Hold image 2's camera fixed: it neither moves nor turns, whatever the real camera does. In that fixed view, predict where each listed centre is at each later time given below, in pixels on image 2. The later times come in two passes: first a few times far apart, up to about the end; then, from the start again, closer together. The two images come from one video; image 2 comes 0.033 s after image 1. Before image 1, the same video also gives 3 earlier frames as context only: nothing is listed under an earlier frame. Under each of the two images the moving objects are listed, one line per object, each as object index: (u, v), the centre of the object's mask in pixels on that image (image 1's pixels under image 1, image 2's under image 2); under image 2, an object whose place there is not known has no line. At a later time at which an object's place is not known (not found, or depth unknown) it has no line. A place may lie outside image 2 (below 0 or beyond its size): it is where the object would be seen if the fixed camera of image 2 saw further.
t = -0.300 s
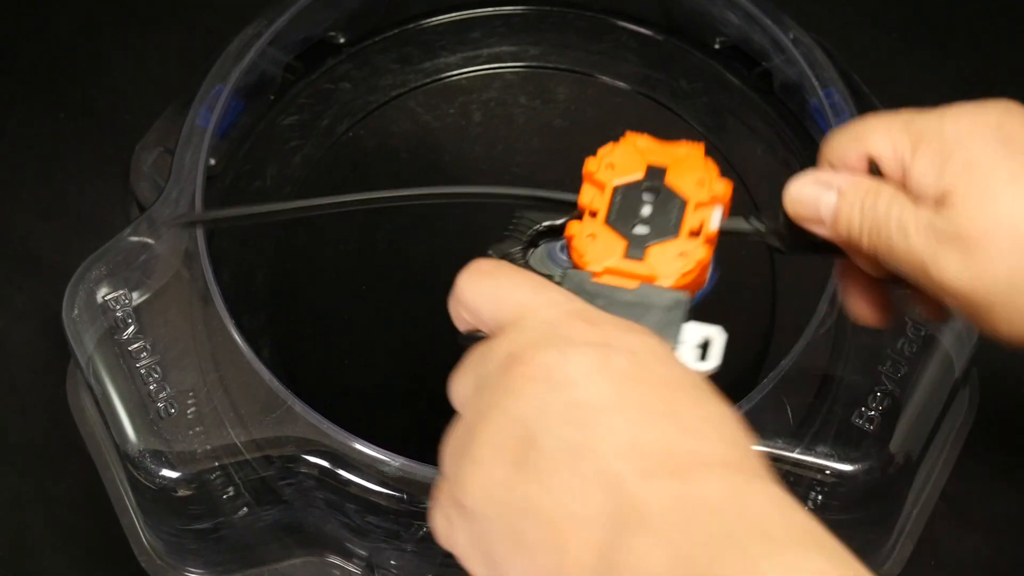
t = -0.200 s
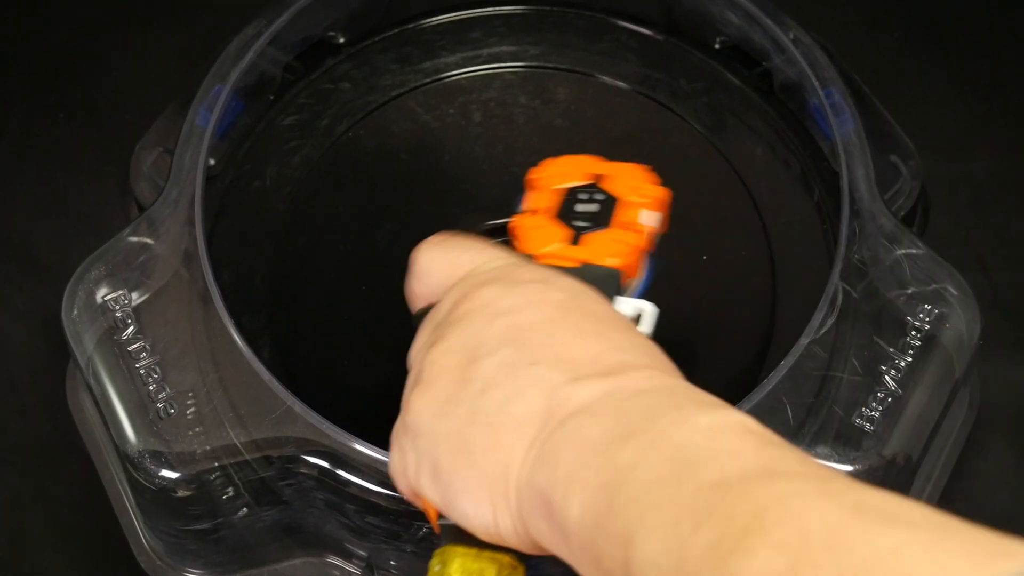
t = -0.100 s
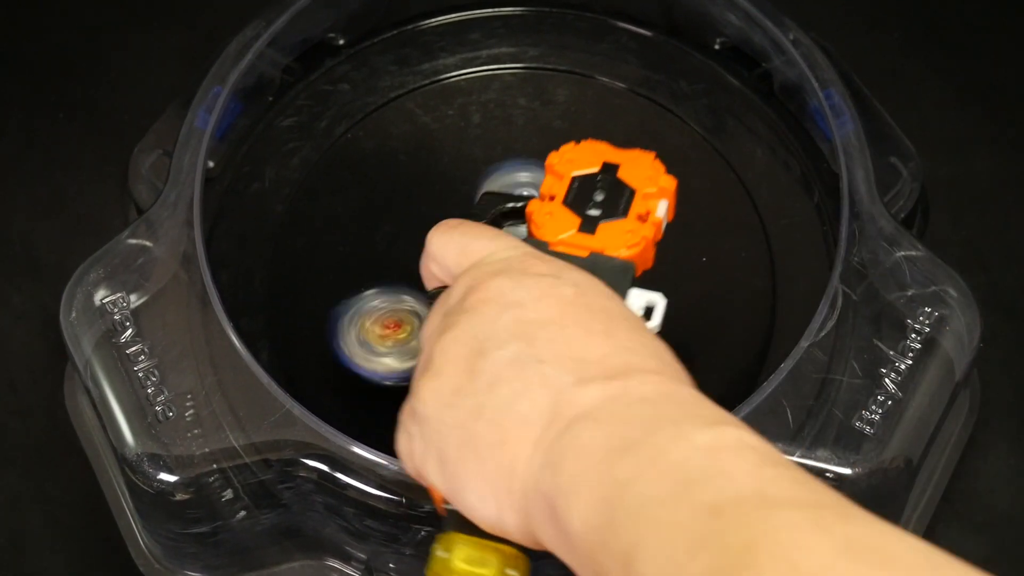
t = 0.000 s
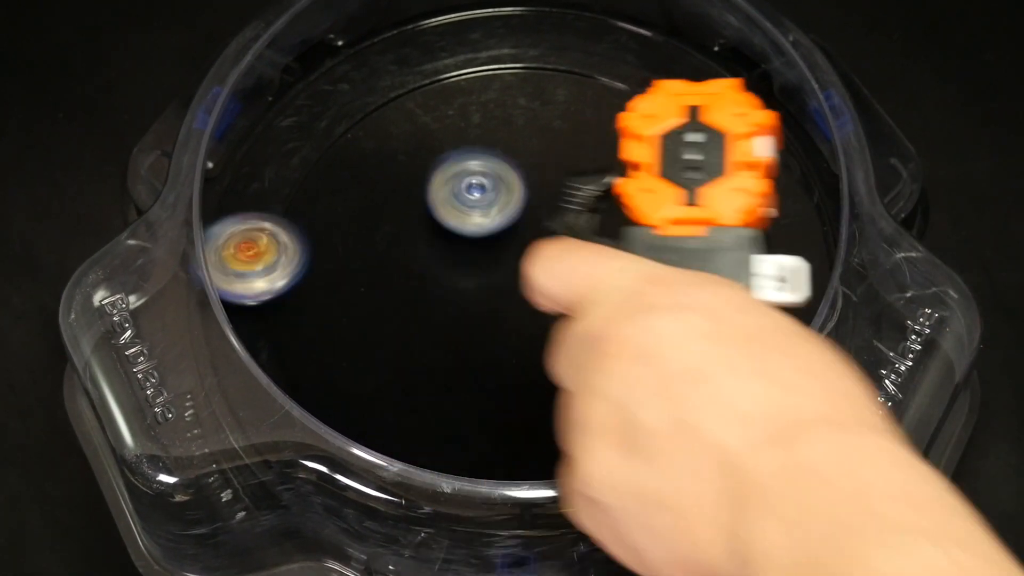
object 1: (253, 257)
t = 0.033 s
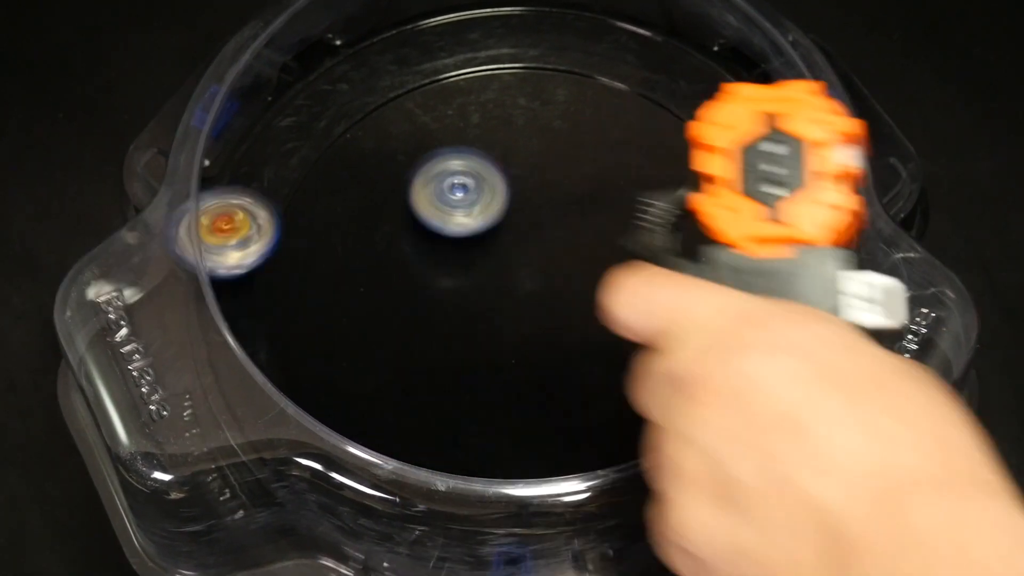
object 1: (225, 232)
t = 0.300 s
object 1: (387, 183)
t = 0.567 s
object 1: (653, 207)
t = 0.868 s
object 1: (573, 135)
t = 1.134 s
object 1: (338, 222)
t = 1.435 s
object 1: (430, 218)
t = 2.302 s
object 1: (439, 257)
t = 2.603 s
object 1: (496, 239)
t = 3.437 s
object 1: (444, 250)
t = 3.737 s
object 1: (515, 319)
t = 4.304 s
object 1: (563, 148)
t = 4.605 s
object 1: (339, 279)
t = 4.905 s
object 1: (503, 435)
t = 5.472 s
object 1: (477, 57)
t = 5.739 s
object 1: (328, 382)
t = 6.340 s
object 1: (299, 179)
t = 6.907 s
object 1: (398, 82)
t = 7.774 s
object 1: (552, 76)
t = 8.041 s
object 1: (326, 218)
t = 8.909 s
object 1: (550, 79)
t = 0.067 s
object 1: (244, 212)
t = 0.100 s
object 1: (259, 204)
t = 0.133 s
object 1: (281, 206)
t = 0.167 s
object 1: (306, 208)
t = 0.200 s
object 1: (321, 191)
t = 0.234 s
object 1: (339, 184)
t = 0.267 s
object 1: (360, 190)
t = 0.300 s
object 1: (387, 183)
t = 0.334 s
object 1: (418, 178)
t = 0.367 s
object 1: (451, 184)
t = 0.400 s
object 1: (485, 191)
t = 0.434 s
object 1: (521, 186)
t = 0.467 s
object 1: (559, 193)
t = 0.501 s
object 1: (595, 209)
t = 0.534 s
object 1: (624, 203)
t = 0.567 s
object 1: (653, 207)
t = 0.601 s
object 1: (693, 197)
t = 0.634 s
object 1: (751, 162)
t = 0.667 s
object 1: (749, 134)
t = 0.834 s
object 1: (611, 135)
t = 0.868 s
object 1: (573, 135)
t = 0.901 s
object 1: (533, 146)
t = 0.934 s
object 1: (494, 170)
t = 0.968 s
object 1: (459, 181)
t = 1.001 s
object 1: (427, 195)
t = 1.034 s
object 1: (397, 207)
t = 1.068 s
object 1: (372, 218)
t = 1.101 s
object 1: (353, 225)
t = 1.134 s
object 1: (338, 222)
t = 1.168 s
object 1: (328, 219)
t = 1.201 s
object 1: (325, 217)
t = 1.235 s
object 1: (325, 214)
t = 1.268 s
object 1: (330, 214)
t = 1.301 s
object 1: (342, 213)
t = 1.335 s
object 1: (357, 213)
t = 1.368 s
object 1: (376, 215)
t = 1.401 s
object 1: (402, 216)
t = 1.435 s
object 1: (430, 218)
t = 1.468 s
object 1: (460, 220)
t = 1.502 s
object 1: (494, 221)
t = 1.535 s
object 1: (527, 221)
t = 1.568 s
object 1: (560, 222)
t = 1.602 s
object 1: (591, 221)
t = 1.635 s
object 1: (618, 220)
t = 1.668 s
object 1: (644, 222)
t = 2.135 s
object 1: (553, 276)
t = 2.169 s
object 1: (526, 275)
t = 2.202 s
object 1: (501, 272)
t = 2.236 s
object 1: (476, 269)
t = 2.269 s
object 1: (456, 263)
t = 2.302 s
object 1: (439, 257)
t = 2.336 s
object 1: (426, 252)
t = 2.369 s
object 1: (419, 246)
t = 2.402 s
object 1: (417, 241)
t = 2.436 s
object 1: (418, 239)
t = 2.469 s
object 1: (425, 237)
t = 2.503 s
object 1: (436, 237)
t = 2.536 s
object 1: (452, 236)
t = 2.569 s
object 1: (472, 238)
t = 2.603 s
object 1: (496, 239)
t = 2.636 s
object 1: (522, 240)
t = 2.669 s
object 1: (549, 243)
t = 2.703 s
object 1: (578, 243)
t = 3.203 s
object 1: (584, 225)
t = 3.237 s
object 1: (560, 225)
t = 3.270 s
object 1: (536, 226)
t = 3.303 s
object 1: (513, 229)
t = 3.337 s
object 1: (491, 233)
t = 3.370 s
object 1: (472, 238)
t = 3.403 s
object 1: (456, 243)
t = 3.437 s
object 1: (444, 250)
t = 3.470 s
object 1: (435, 258)
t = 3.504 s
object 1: (431, 266)
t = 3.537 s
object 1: (431, 274)
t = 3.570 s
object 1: (436, 283)
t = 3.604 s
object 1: (445, 292)
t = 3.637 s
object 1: (457, 301)
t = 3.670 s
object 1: (473, 309)
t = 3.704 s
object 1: (493, 314)
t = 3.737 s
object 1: (515, 319)
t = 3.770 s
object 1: (538, 321)
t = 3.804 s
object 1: (562, 322)
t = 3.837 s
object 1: (586, 319)
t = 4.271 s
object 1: (594, 151)
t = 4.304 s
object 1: (563, 148)
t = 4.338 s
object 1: (531, 149)
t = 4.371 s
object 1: (497, 153)
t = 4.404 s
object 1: (464, 162)
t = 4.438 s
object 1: (434, 174)
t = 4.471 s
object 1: (406, 191)
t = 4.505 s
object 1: (382, 209)
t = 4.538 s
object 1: (362, 230)
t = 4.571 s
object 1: (348, 254)
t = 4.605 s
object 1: (339, 279)
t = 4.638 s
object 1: (335, 305)
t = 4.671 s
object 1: (337, 330)
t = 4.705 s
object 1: (345, 355)
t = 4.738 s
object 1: (359, 377)
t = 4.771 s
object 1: (379, 396)
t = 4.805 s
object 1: (405, 412)
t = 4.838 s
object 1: (434, 424)
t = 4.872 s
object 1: (467, 431)
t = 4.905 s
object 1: (503, 435)
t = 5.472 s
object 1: (477, 57)
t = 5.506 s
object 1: (425, 75)
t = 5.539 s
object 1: (376, 101)
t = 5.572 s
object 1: (331, 133)
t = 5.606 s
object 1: (299, 173)
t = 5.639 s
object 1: (285, 228)
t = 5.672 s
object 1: (280, 284)
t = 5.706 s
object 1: (295, 337)
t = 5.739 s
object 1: (328, 382)
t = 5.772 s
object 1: (372, 429)
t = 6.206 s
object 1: (543, 56)
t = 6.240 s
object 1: (472, 61)
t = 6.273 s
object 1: (404, 86)
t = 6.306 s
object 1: (344, 125)
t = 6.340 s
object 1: (299, 179)
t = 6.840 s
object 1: (548, 60)
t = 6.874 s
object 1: (471, 60)
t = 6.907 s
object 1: (398, 82)
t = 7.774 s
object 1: (552, 76)
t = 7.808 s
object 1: (514, 65)
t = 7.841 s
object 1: (477, 62)
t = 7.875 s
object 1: (440, 70)
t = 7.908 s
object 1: (407, 89)
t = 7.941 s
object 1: (379, 115)
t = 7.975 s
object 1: (355, 146)
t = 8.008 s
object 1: (337, 181)
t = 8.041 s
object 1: (326, 218)
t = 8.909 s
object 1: (550, 79)
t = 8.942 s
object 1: (508, 79)
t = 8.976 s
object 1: (463, 83)
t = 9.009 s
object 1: (420, 95)
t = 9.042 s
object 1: (381, 112)
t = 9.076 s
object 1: (344, 132)
